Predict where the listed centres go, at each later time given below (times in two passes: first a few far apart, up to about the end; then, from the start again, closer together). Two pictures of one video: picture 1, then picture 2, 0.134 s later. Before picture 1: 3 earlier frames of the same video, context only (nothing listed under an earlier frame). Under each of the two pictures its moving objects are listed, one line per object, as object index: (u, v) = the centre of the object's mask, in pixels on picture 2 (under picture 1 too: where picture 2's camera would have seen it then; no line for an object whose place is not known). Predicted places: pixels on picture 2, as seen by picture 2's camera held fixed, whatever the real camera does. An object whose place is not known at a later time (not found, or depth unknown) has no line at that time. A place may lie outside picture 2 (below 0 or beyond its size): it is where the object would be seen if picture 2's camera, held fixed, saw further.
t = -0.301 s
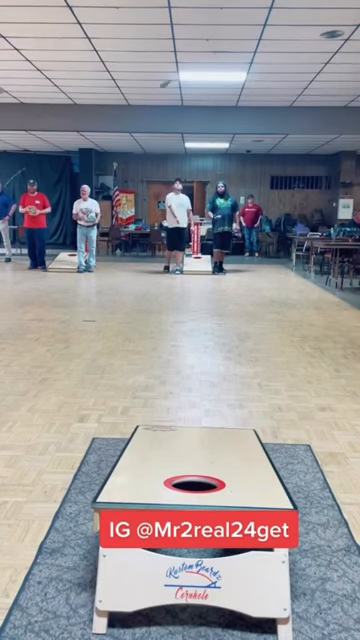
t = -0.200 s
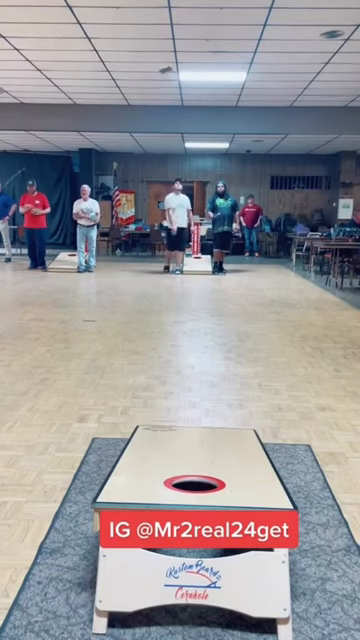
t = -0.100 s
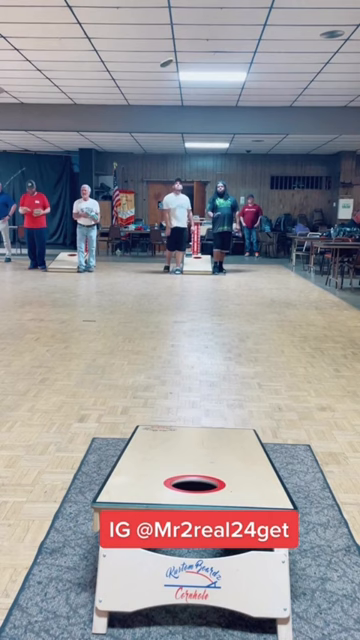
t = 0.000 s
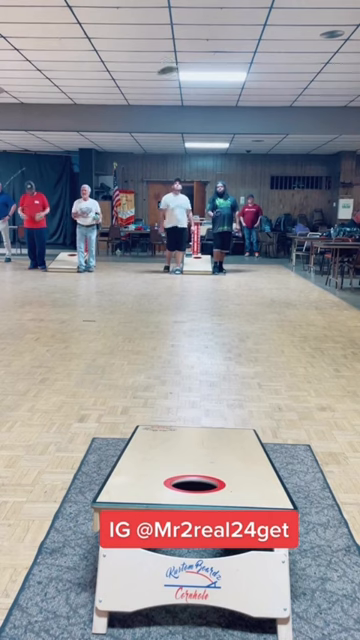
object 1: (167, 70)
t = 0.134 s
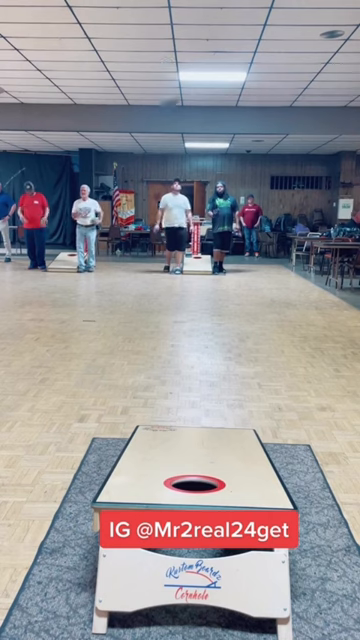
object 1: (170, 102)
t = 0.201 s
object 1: (168, 138)
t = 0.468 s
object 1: (165, 439)
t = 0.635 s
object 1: (167, 458)
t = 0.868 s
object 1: (171, 472)
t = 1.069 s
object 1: (174, 474)
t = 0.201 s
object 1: (168, 138)
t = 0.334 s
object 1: (164, 239)
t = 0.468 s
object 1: (165, 439)
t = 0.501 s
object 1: (165, 442)
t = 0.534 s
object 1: (166, 445)
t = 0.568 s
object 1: (166, 450)
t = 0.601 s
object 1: (167, 454)
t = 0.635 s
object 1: (167, 458)
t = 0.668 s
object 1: (168, 462)
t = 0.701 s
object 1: (169, 464)
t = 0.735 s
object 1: (169, 466)
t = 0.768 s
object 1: (170, 469)
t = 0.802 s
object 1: (170, 471)
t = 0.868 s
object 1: (171, 472)
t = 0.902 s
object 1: (172, 473)
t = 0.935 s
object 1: (173, 474)
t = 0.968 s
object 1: (174, 474)
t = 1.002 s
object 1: (174, 474)
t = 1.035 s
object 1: (174, 474)
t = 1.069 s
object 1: (174, 474)
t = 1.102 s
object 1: (174, 475)
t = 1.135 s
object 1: (174, 474)
